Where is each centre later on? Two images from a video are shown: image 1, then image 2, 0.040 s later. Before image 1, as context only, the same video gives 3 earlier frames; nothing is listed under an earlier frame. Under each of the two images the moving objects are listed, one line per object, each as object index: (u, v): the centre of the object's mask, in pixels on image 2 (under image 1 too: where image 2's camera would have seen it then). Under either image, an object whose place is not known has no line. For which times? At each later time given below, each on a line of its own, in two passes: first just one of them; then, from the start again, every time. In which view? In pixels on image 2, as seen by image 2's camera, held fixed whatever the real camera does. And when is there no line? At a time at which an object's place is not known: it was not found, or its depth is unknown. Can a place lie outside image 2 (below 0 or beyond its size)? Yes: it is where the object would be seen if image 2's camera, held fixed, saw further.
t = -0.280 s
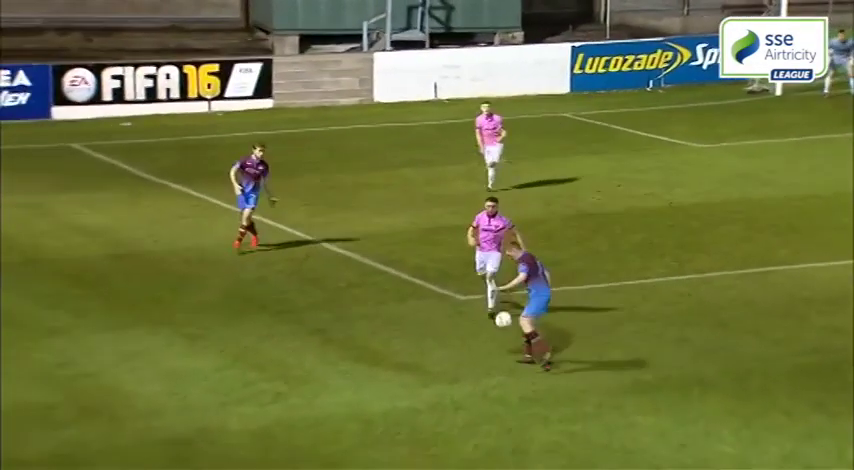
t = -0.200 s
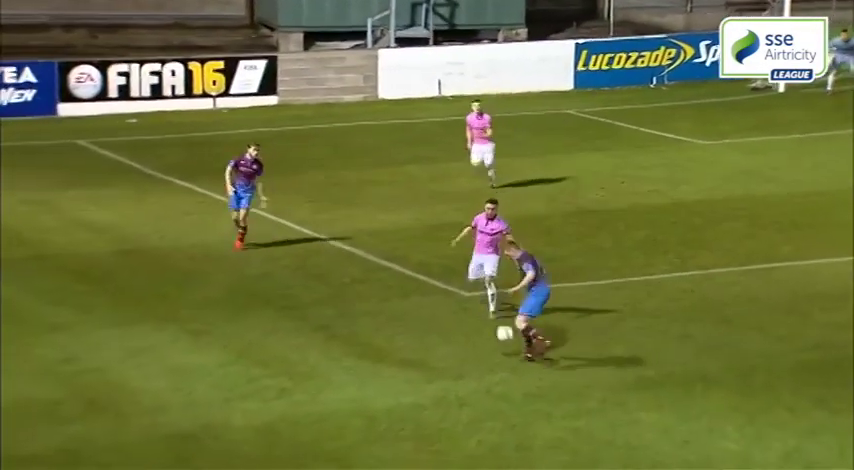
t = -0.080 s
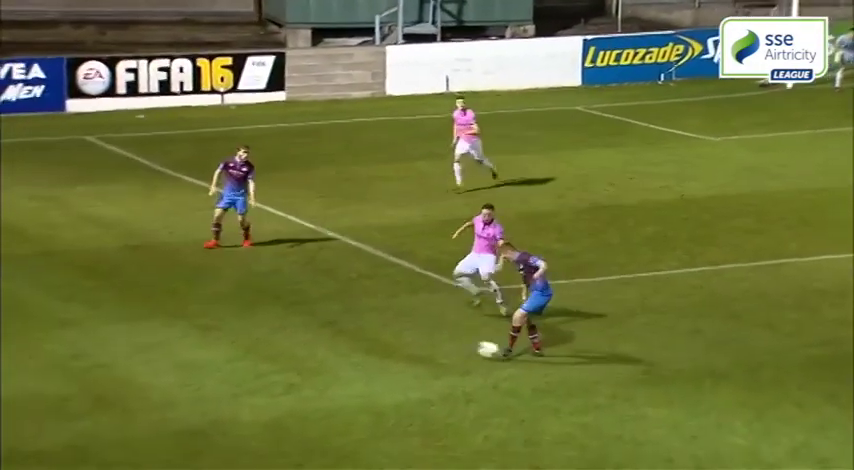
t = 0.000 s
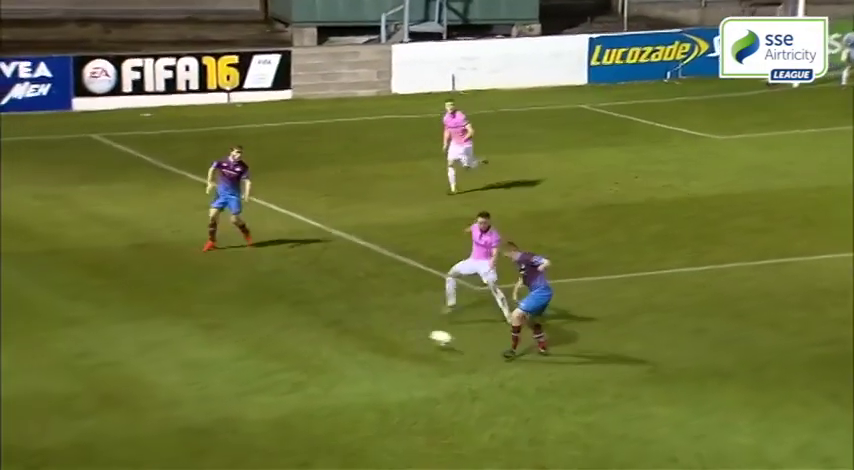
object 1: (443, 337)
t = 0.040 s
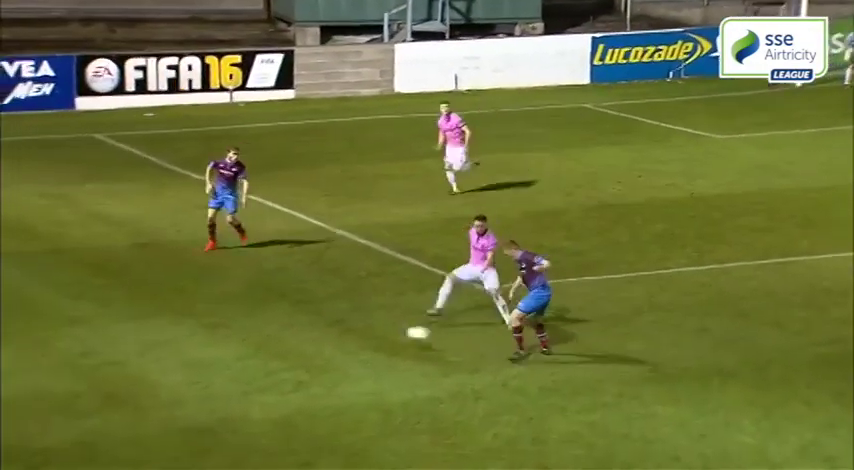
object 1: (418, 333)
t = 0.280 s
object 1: (271, 327)
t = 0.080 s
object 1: (390, 330)
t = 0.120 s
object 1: (365, 330)
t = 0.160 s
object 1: (340, 330)
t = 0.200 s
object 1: (315, 330)
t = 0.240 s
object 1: (291, 332)
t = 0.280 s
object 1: (271, 327)
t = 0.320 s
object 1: (249, 322)
